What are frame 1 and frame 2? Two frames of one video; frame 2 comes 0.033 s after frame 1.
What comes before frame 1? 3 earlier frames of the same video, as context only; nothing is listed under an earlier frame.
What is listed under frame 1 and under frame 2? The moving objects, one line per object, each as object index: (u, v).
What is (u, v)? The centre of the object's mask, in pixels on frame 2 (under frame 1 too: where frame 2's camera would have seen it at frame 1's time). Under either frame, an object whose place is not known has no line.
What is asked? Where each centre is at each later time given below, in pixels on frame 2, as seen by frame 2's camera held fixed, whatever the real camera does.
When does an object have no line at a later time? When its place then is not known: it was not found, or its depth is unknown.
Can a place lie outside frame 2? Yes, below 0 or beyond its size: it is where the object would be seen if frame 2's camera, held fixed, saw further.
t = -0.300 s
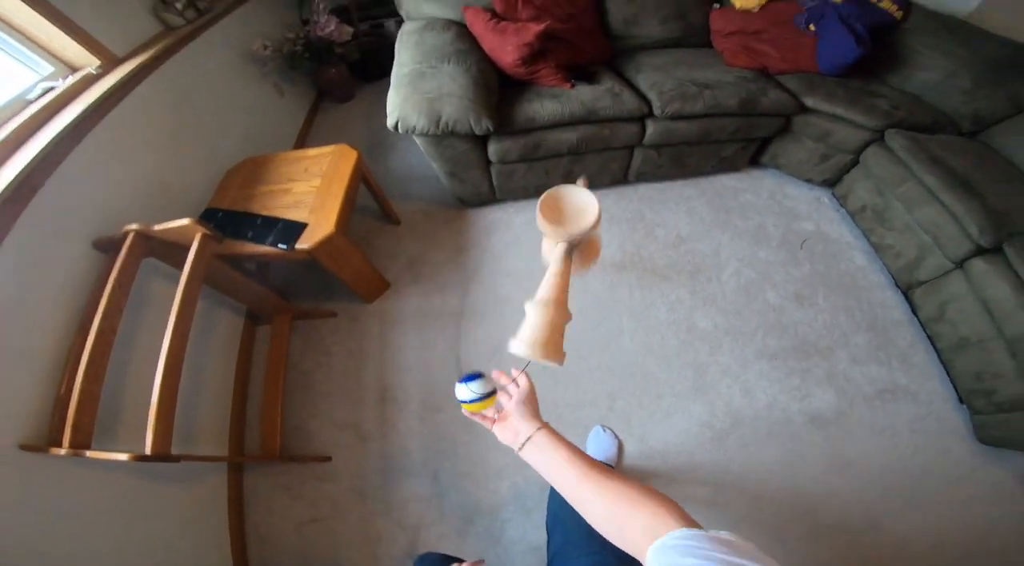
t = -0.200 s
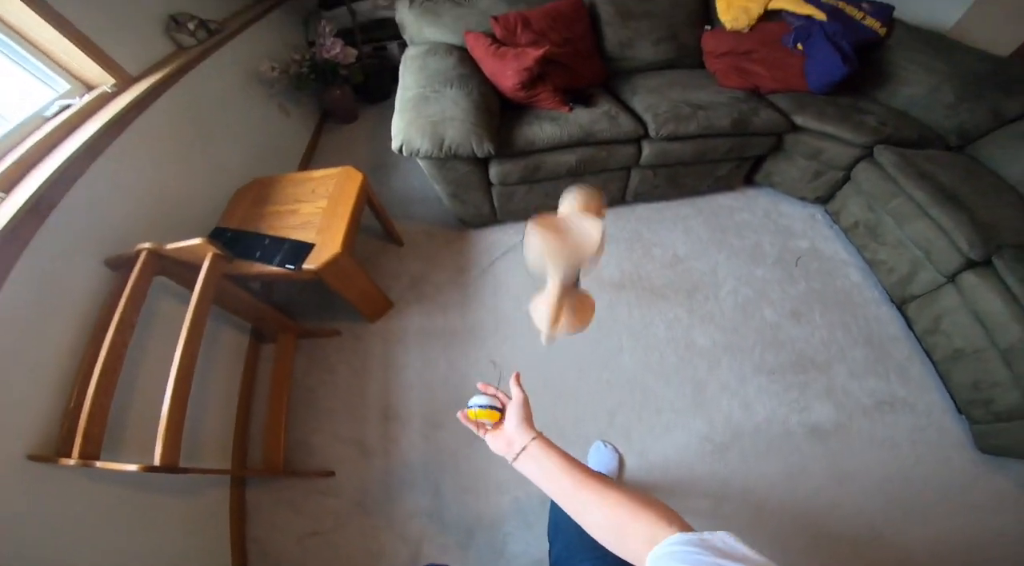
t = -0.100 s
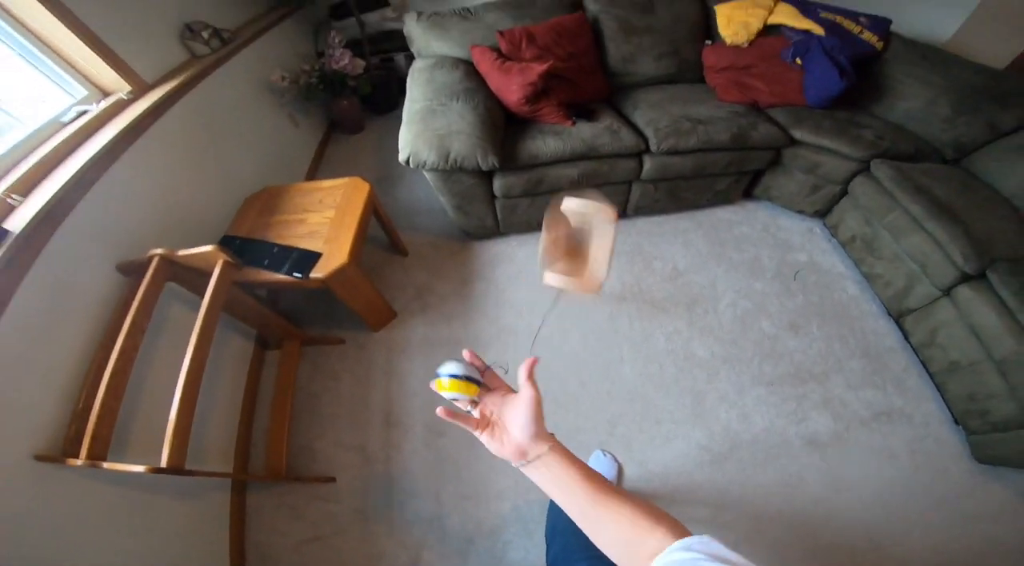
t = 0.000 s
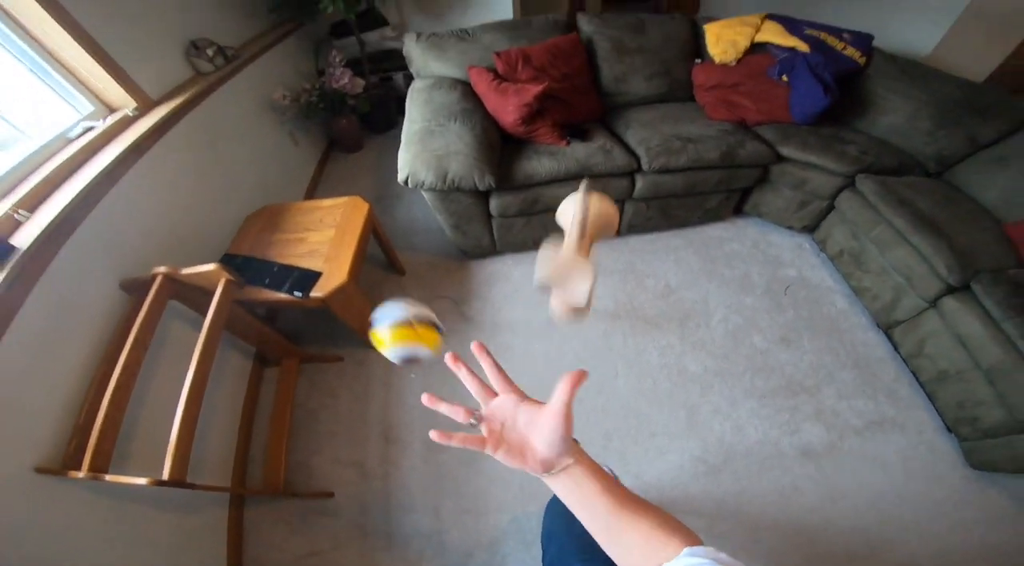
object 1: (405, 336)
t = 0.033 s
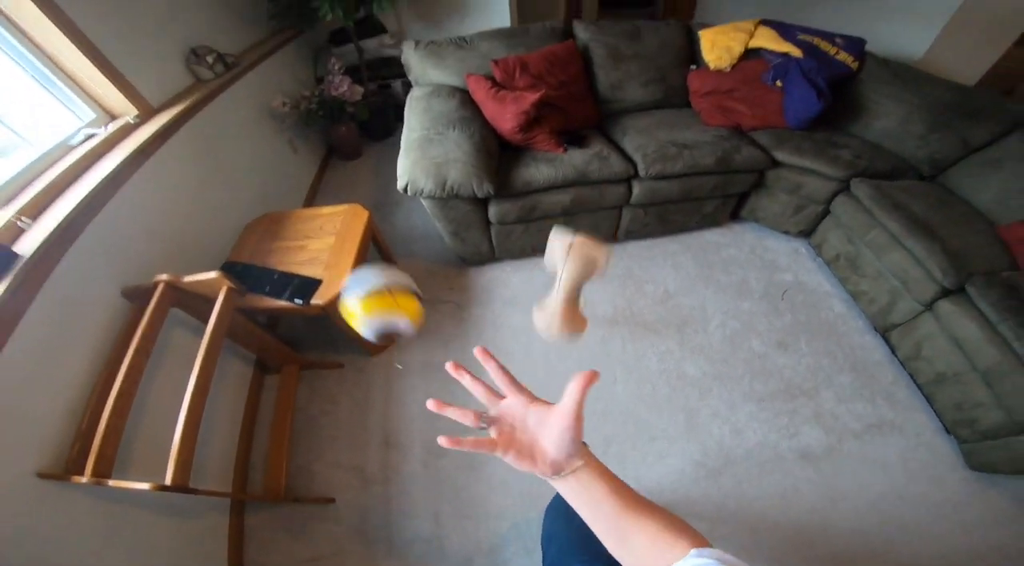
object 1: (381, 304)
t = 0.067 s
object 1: (352, 262)
